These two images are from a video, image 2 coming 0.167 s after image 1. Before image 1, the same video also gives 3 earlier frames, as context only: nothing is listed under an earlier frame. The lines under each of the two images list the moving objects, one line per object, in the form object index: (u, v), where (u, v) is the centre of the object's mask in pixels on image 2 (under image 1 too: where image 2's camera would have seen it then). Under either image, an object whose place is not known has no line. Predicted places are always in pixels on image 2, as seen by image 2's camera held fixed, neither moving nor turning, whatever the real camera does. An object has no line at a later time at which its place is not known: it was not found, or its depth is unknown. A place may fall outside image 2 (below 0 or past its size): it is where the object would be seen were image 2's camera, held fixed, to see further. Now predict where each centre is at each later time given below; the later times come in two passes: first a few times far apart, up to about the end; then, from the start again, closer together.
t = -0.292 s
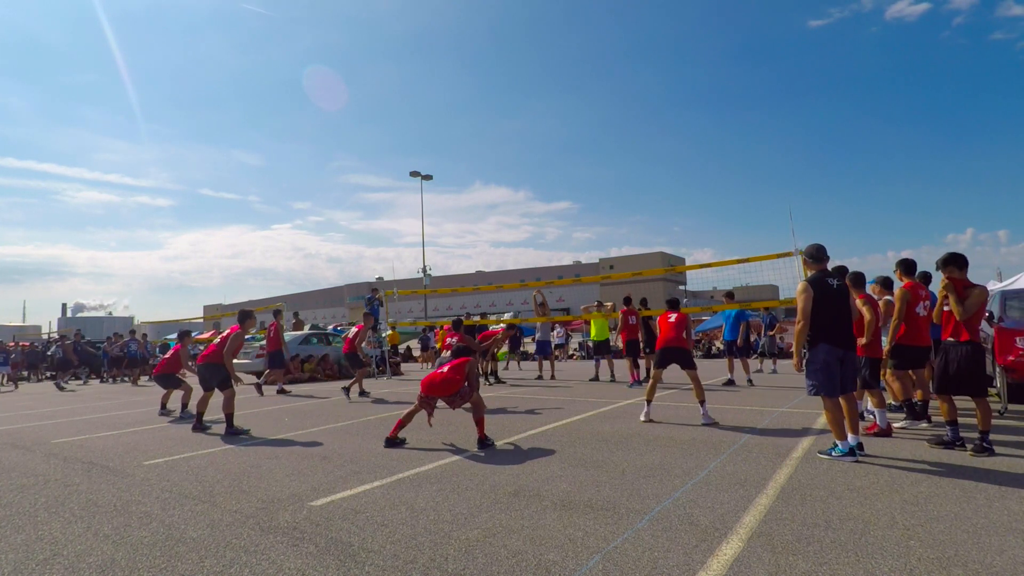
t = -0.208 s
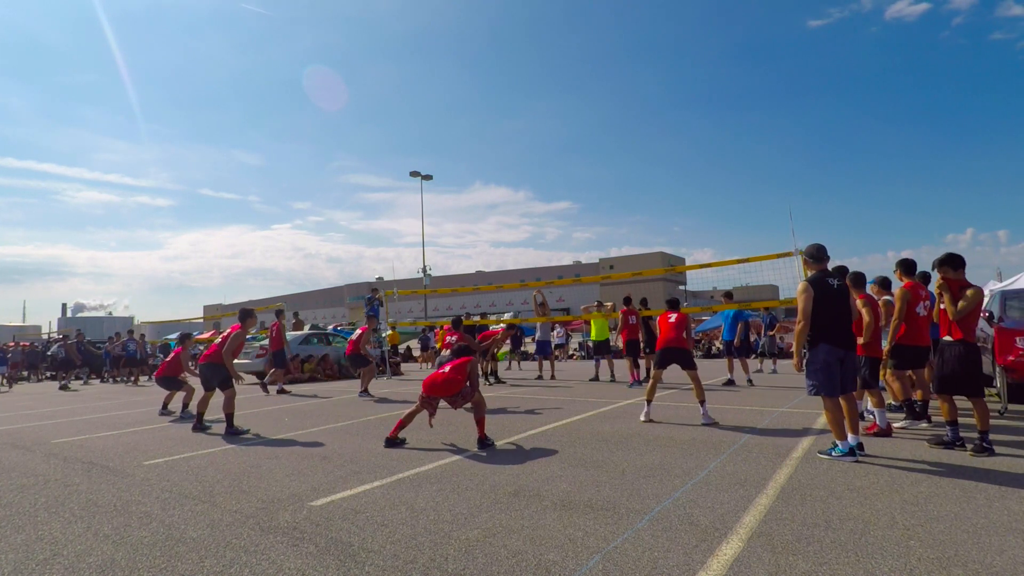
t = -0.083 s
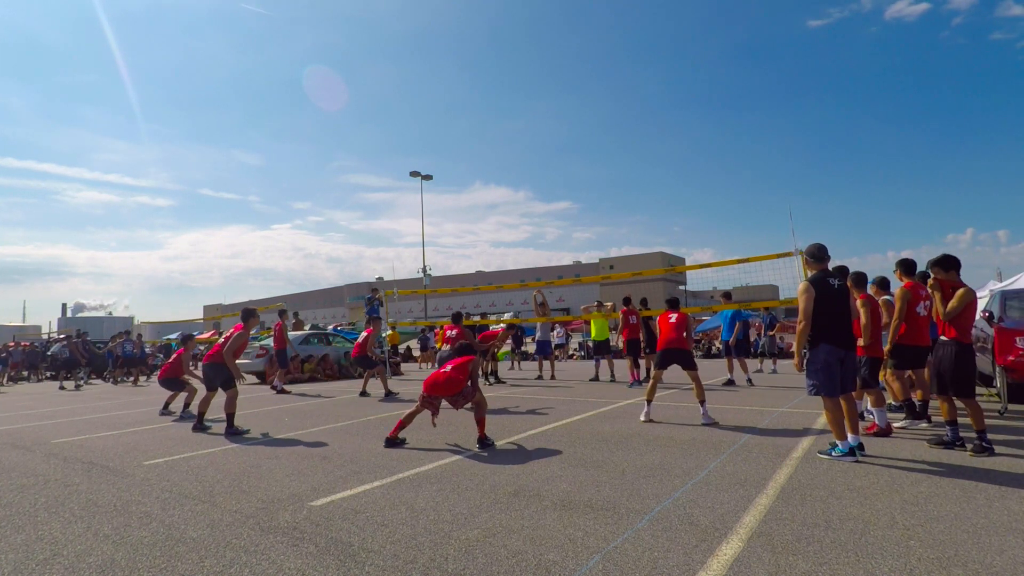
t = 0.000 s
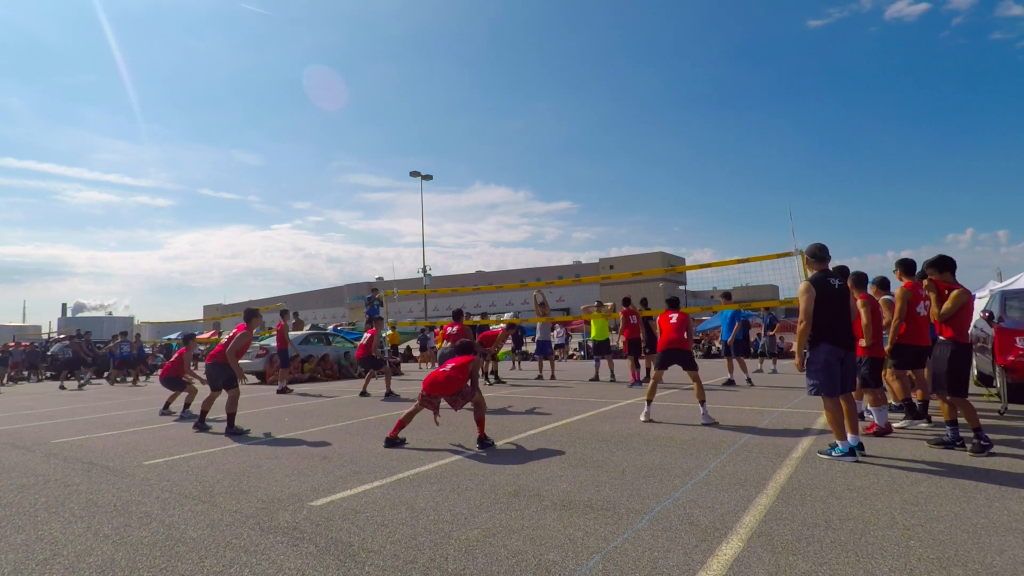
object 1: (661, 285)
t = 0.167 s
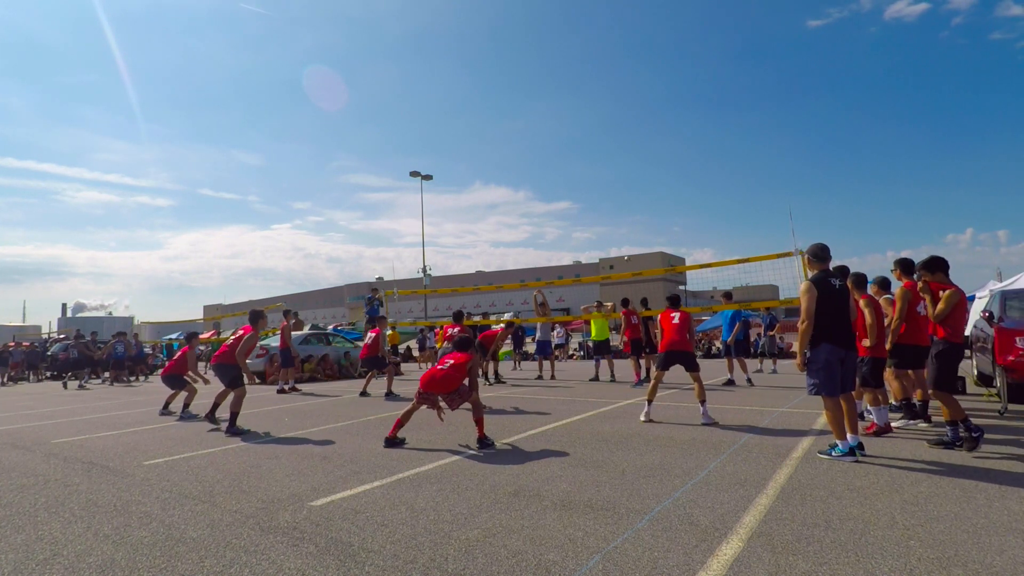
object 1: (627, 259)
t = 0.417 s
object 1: (560, 231)
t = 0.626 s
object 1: (487, 219)
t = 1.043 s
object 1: (296, 236)
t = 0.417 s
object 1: (560, 231)
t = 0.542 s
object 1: (518, 223)
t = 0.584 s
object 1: (503, 221)
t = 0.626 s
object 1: (487, 219)
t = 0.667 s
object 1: (471, 218)
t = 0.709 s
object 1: (455, 218)
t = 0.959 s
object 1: (341, 226)
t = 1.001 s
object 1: (319, 231)
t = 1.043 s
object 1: (296, 236)
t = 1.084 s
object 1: (271, 242)
